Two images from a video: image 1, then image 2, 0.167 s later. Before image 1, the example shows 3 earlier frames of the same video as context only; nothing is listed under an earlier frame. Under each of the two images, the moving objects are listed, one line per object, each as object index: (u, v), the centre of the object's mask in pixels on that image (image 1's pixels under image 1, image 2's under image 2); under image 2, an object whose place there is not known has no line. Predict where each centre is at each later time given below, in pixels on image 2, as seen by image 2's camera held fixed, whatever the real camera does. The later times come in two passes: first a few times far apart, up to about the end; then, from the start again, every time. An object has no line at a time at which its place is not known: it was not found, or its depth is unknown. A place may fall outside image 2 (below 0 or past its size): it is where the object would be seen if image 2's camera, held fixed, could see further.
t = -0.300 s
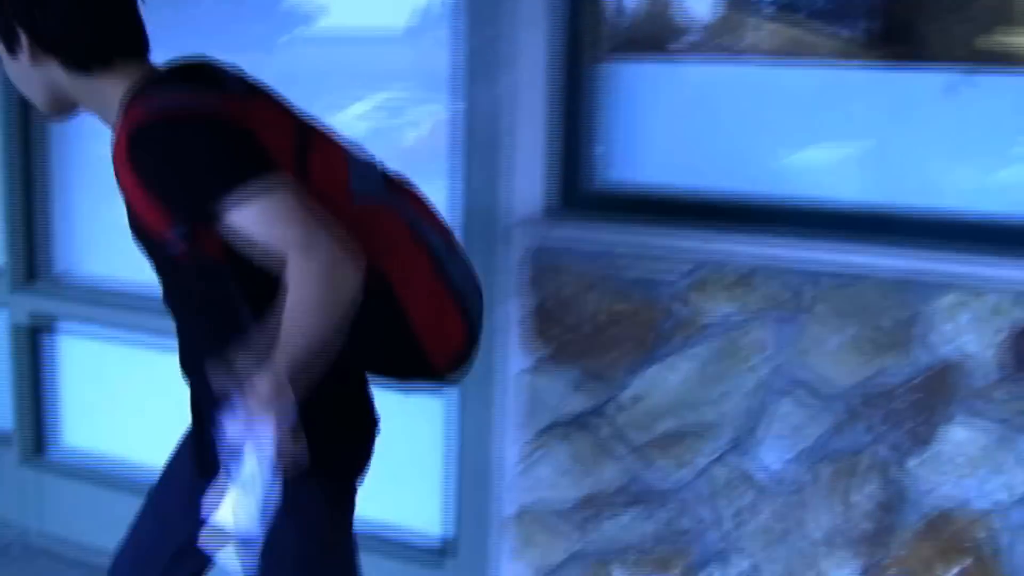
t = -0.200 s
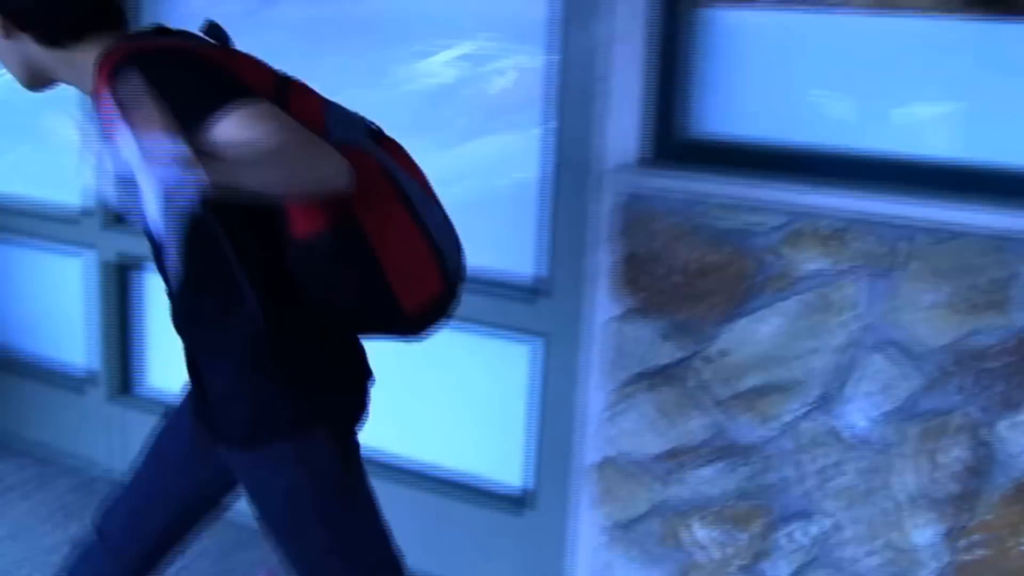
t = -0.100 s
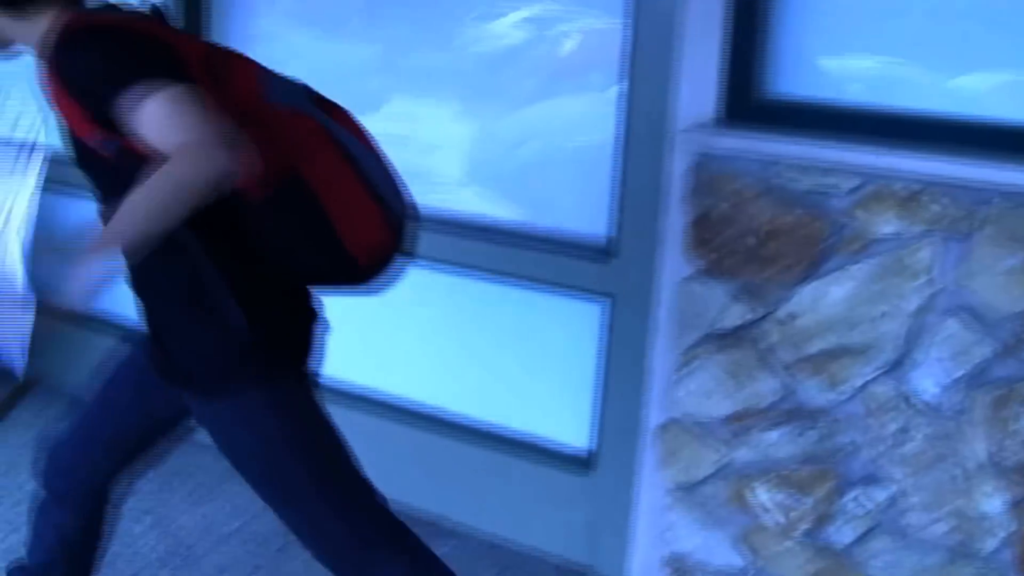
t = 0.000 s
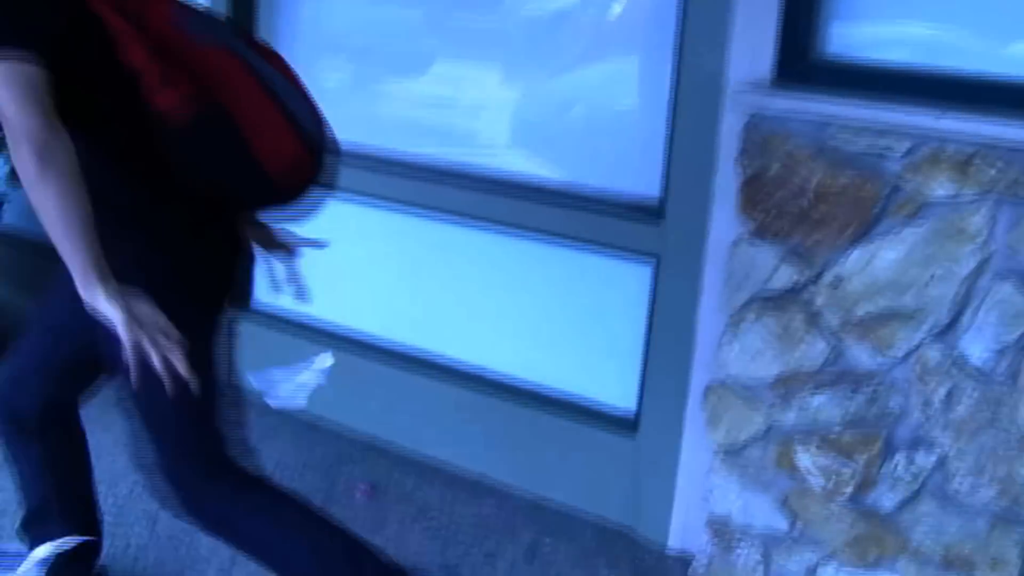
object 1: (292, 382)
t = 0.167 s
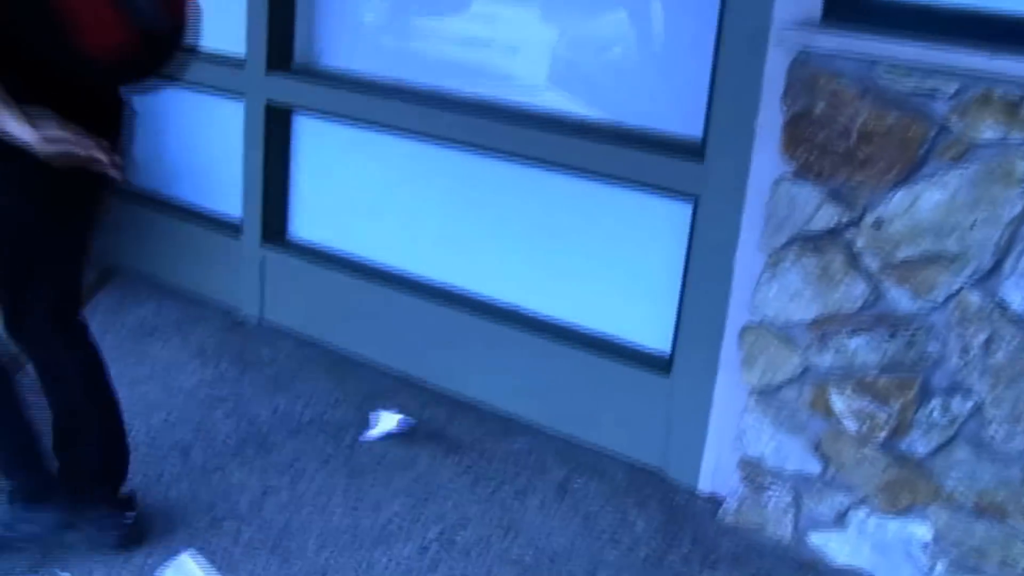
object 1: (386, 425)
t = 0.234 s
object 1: (404, 439)
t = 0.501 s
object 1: (412, 441)
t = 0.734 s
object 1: (413, 441)
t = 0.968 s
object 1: (413, 441)
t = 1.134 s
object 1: (413, 441)
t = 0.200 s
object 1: (396, 431)
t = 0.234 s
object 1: (404, 439)
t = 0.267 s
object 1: (410, 442)
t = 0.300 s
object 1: (410, 442)
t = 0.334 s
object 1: (410, 441)
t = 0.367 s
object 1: (411, 441)
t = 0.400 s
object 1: (411, 442)
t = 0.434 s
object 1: (411, 442)
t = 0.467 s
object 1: (412, 441)
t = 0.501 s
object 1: (412, 441)
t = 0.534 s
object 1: (412, 441)
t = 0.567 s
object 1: (412, 441)
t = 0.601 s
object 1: (412, 441)
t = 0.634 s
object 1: (412, 440)
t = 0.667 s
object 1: (412, 440)
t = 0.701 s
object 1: (413, 441)
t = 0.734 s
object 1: (413, 441)
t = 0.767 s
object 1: (413, 441)
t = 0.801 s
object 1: (413, 441)
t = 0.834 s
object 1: (414, 441)
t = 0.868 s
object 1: (413, 441)
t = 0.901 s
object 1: (413, 441)
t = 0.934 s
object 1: (413, 441)
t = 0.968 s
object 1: (413, 441)
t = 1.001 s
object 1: (413, 441)
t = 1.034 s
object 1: (413, 441)
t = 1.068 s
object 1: (413, 441)
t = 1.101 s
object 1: (413, 441)
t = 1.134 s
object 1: (413, 441)
